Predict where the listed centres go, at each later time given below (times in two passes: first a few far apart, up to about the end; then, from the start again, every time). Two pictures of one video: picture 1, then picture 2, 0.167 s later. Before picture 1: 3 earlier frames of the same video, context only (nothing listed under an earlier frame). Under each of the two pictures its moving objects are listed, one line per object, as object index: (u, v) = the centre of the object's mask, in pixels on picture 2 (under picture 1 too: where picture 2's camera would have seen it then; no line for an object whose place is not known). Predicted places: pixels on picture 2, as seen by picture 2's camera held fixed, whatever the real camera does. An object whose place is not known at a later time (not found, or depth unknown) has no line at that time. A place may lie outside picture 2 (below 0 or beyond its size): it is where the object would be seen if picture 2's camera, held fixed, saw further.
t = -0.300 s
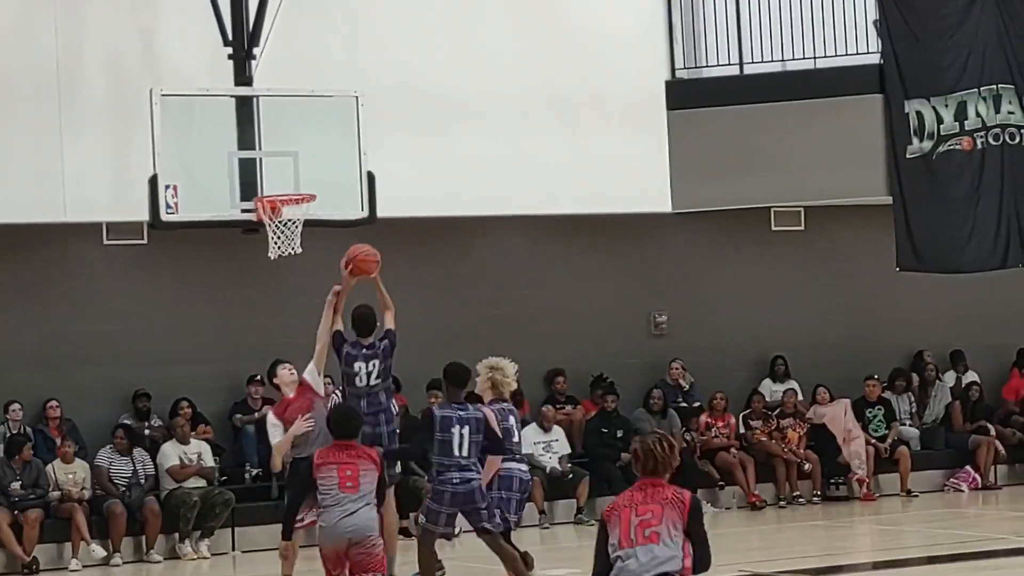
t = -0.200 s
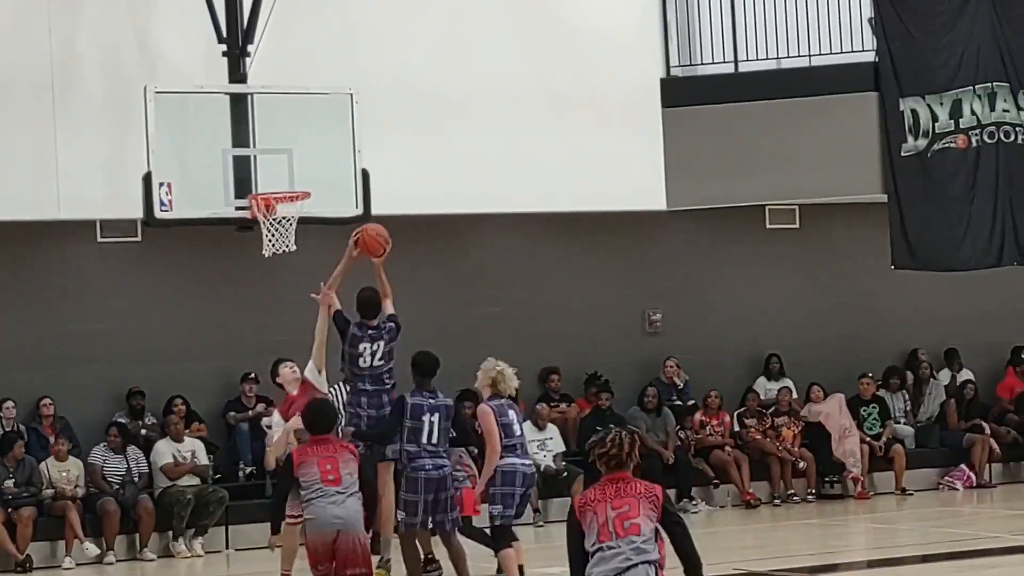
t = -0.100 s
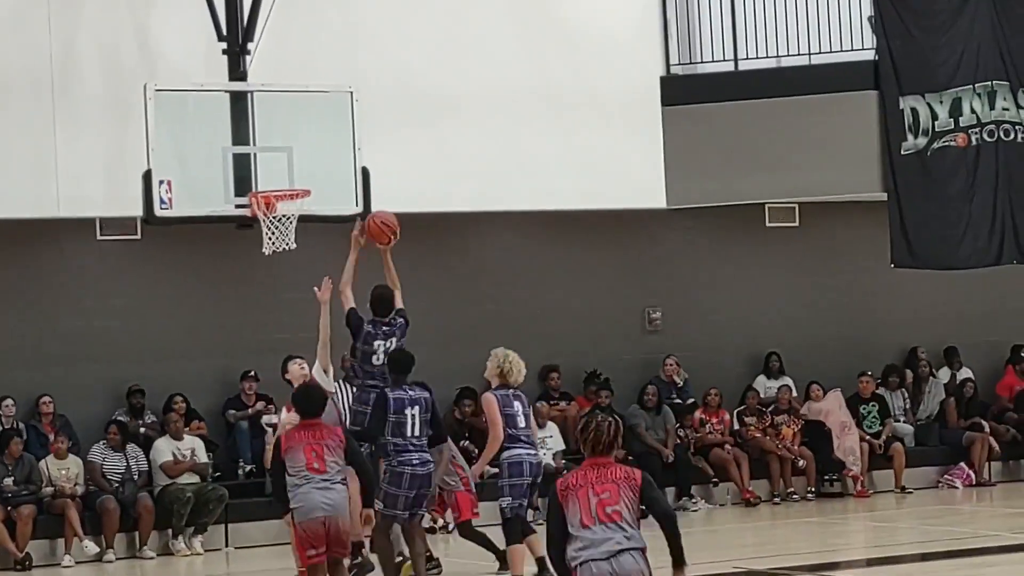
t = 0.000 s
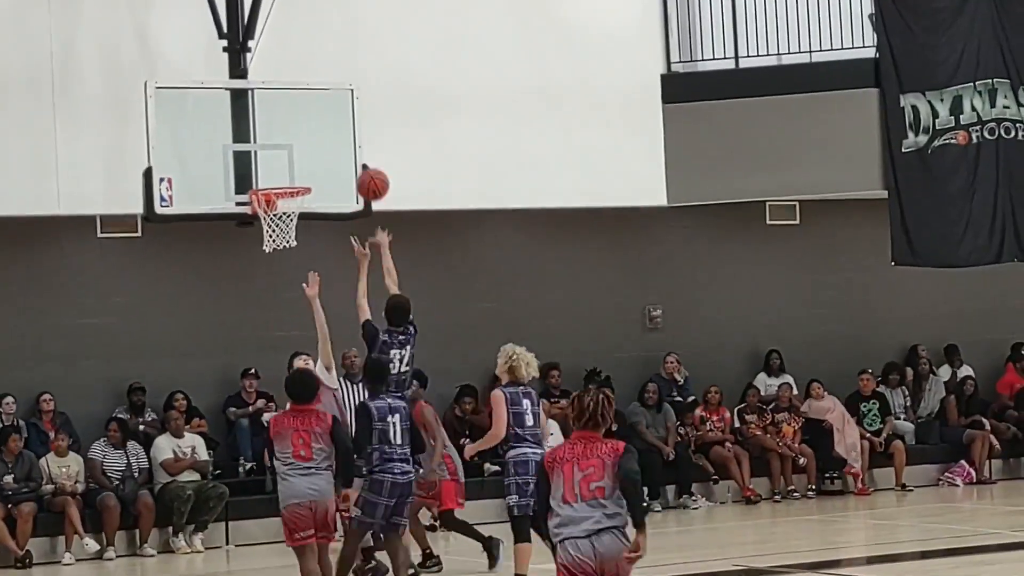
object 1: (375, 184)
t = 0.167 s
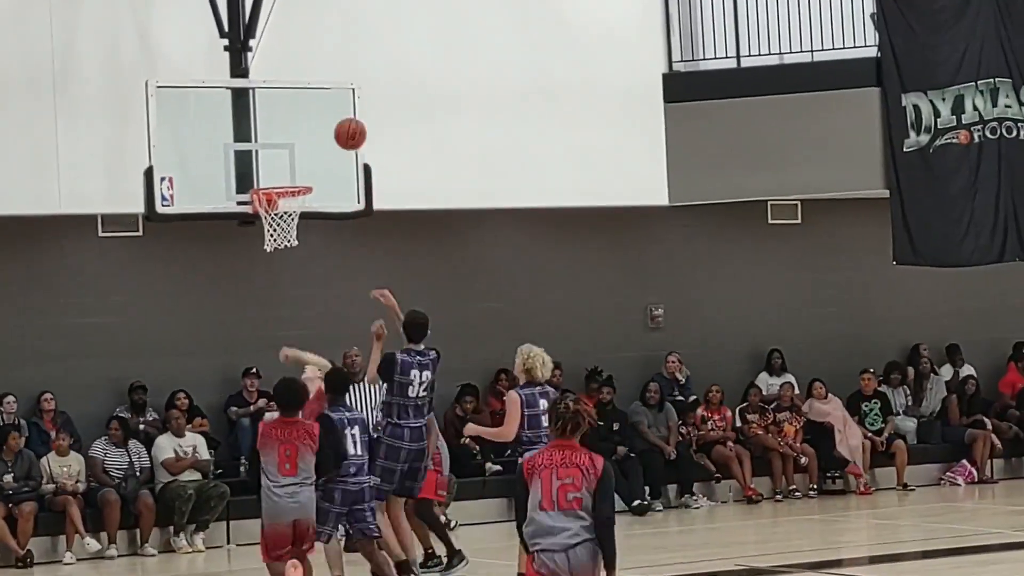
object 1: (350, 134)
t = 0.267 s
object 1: (337, 122)
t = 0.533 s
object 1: (307, 153)
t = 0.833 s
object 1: (305, 166)
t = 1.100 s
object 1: (296, 175)
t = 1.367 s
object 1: (271, 180)
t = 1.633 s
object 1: (274, 209)
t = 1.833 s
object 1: (289, 242)
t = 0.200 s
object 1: (346, 129)
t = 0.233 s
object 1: (341, 125)
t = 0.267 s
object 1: (337, 122)
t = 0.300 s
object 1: (333, 121)
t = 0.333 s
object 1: (329, 122)
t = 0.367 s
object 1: (324, 124)
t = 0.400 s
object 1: (321, 127)
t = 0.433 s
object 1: (317, 131)
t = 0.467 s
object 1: (314, 137)
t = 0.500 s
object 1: (310, 145)
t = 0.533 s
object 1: (307, 153)
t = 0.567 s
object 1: (303, 163)
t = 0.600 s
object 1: (301, 173)
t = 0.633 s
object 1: (301, 168)
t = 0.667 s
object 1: (302, 164)
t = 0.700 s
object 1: (302, 162)
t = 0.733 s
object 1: (303, 161)
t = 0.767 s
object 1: (303, 161)
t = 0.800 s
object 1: (304, 163)
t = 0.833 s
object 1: (305, 166)
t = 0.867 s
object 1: (306, 170)
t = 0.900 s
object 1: (306, 174)
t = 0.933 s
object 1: (305, 173)
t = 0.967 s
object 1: (303, 172)
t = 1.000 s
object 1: (302, 173)
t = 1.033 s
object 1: (300, 174)
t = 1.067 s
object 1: (298, 176)
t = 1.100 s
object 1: (296, 175)
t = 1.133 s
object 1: (293, 175)
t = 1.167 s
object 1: (290, 176)
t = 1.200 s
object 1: (287, 177)
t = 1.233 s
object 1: (283, 177)
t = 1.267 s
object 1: (279, 178)
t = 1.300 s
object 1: (276, 179)
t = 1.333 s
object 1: (272, 180)
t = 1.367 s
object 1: (271, 180)
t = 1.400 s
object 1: (268, 181)
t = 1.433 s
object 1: (267, 182)
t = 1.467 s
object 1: (266, 183)
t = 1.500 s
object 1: (267, 184)
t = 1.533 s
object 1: (268, 186)
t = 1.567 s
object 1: (268, 188)
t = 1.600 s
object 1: (272, 204)
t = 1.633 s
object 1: (274, 209)
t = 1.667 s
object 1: (275, 211)
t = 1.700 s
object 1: (269, 208)
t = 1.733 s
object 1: (276, 211)
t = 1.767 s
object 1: (283, 215)
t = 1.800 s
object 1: (288, 241)
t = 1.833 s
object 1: (289, 242)
